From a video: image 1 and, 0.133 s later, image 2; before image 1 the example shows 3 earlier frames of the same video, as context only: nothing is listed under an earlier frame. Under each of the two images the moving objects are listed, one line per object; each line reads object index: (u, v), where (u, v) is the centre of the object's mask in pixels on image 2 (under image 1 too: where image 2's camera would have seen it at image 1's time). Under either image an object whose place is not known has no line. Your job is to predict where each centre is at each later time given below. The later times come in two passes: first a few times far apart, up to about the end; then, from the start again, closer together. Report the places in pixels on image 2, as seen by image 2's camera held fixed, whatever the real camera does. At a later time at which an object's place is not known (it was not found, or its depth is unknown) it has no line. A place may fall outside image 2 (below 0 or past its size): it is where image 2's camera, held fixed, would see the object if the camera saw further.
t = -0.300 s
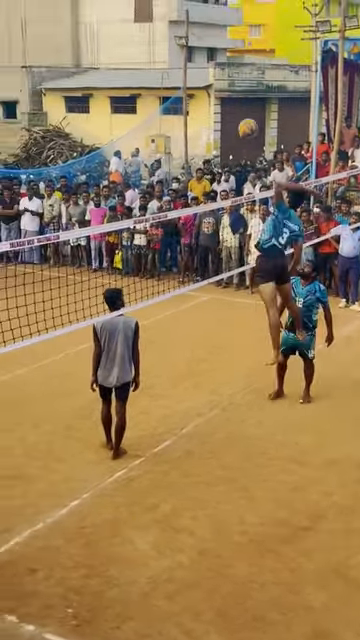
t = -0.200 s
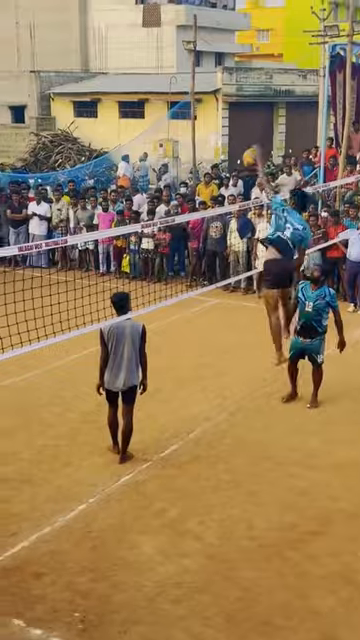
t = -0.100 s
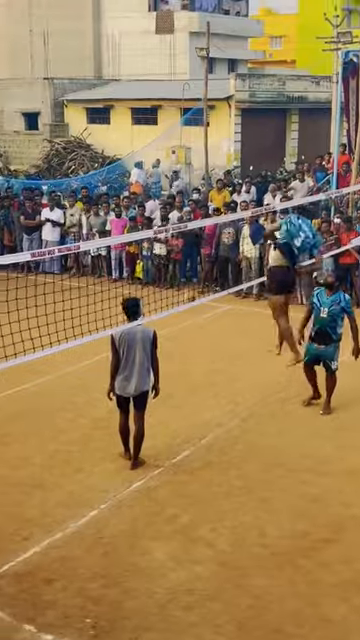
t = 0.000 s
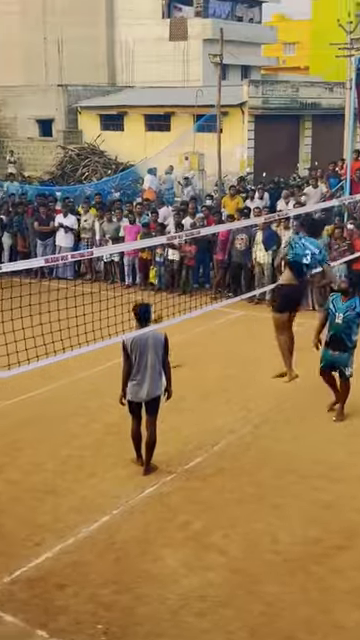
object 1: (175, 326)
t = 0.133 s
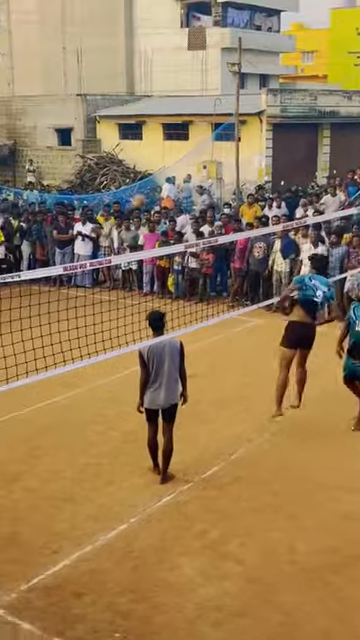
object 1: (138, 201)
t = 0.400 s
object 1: (78, 37)
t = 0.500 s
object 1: (60, 0)
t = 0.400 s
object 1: (78, 37)
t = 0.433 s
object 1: (72, 24)
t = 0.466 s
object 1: (66, 11)
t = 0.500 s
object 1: (60, 0)
